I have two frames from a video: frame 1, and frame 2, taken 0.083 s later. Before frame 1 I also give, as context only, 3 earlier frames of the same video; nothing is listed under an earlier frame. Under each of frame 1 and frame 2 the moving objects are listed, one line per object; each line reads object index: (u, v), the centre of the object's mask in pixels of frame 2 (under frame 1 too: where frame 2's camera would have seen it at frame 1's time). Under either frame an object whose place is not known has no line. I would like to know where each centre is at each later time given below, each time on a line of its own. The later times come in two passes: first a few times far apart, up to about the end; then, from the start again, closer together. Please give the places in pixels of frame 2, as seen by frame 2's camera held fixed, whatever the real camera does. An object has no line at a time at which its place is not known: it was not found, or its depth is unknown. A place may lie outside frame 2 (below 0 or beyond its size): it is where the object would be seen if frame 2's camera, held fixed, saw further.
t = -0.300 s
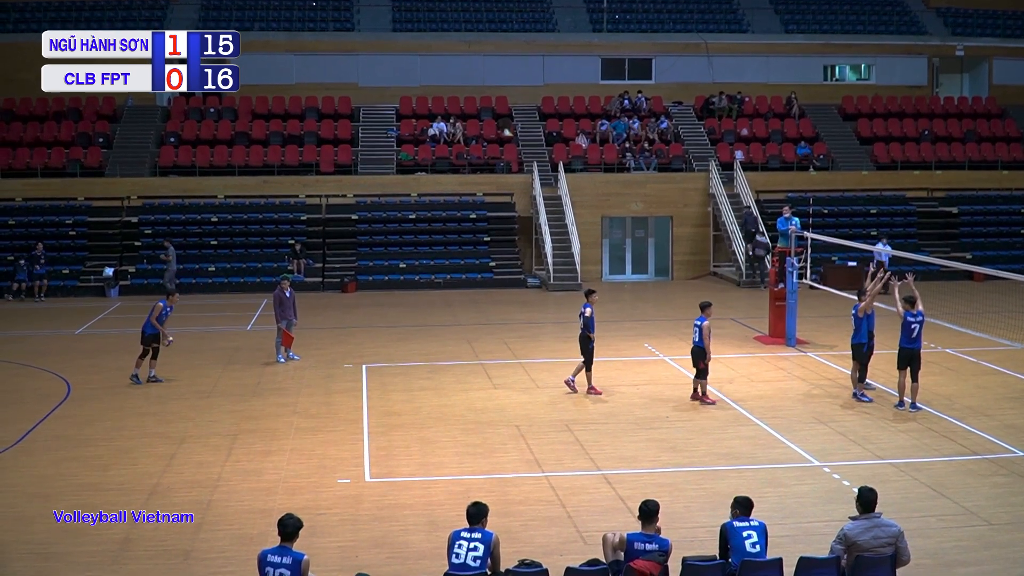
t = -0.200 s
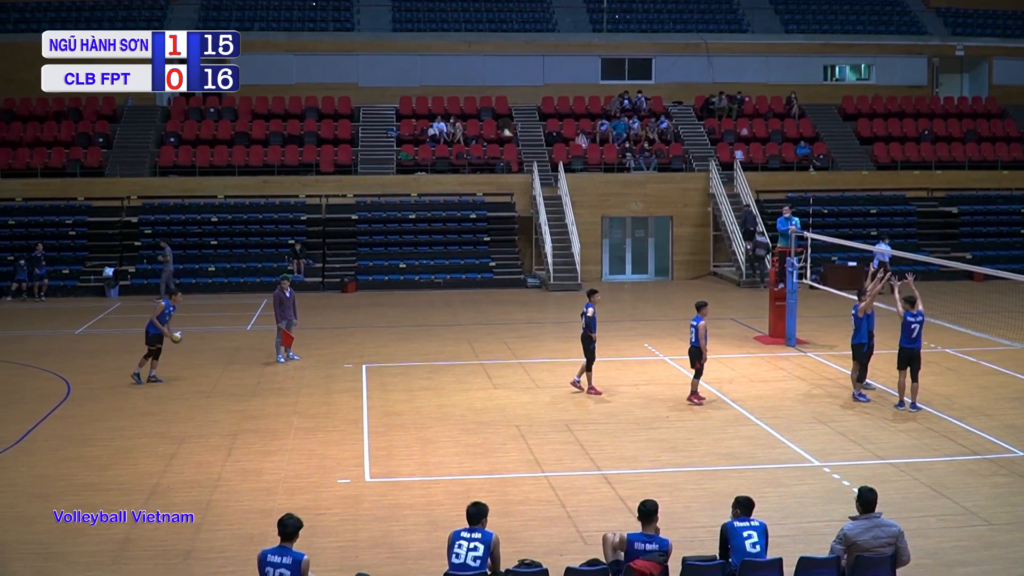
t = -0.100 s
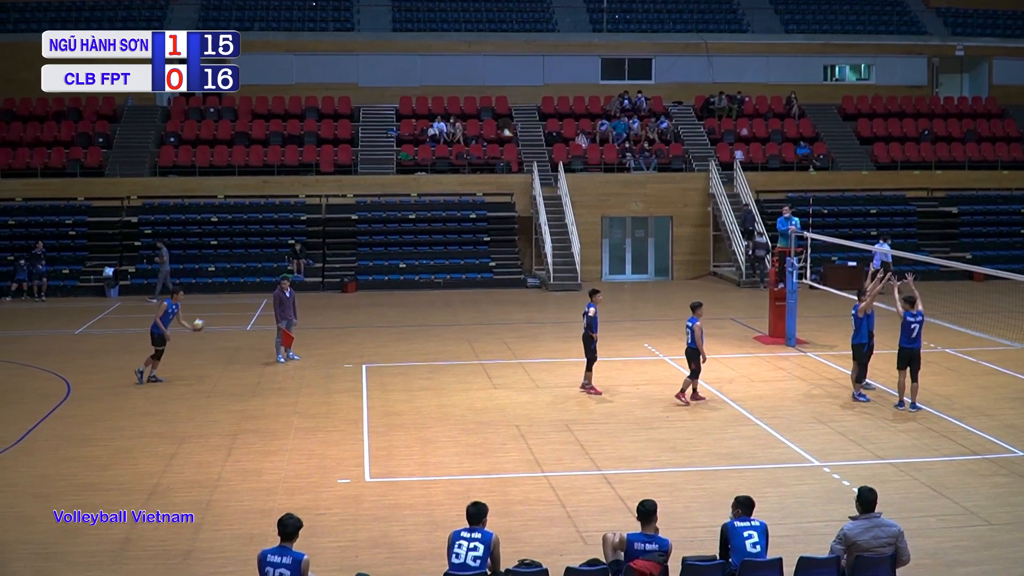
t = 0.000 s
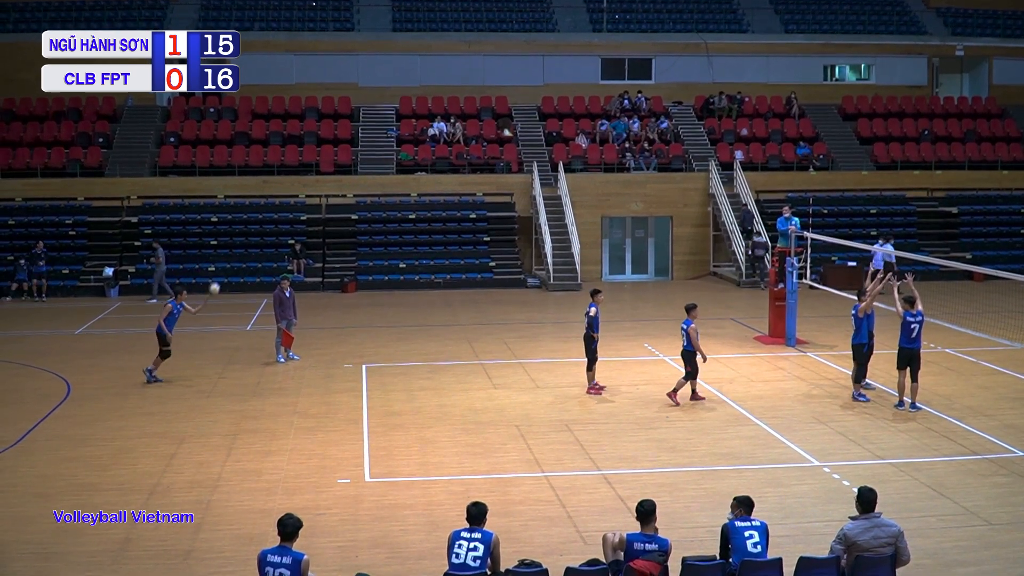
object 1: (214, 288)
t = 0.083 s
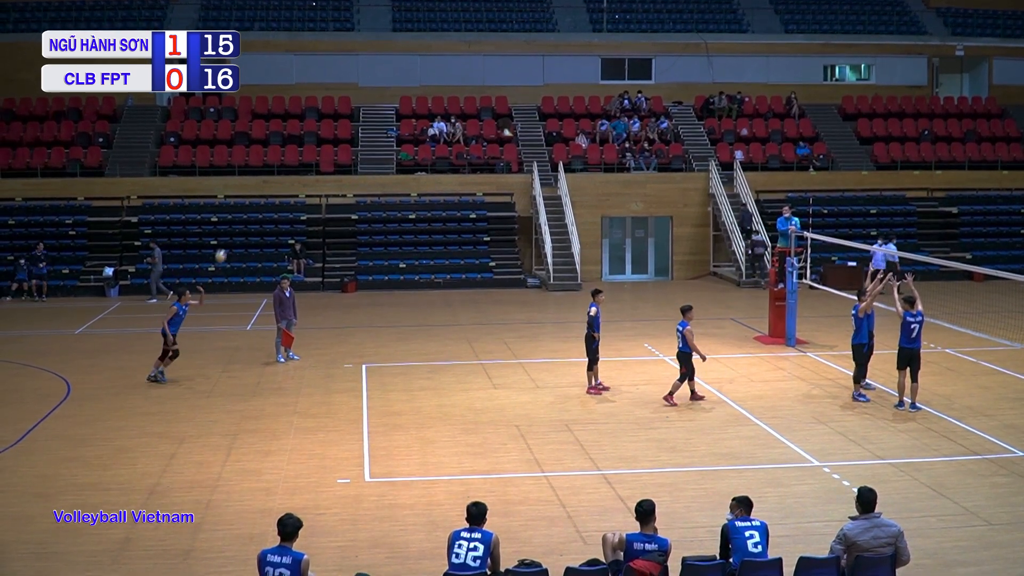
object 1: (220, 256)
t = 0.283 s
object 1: (238, 192)
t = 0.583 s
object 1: (266, 138)
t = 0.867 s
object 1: (294, 131)
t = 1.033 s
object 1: (310, 146)
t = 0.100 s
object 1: (222, 249)
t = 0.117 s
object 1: (223, 243)
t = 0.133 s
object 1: (224, 238)
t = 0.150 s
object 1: (226, 232)
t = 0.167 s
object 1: (228, 226)
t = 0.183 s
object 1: (229, 221)
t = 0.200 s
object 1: (231, 215)
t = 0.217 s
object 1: (232, 210)
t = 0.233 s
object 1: (233, 206)
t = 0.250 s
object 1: (235, 201)
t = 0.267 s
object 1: (237, 196)
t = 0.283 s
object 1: (238, 192)
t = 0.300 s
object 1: (240, 186)
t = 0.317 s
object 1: (242, 182)
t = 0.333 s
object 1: (243, 178)
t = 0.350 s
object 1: (245, 174)
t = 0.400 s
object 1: (254, 159)
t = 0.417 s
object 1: (254, 157)
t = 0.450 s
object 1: (254, 156)
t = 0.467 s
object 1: (256, 154)
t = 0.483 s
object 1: (257, 150)
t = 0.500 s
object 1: (259, 148)
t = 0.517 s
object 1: (260, 145)
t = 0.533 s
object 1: (262, 143)
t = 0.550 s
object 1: (263, 141)
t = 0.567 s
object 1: (265, 139)
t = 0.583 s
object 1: (266, 138)
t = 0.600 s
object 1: (268, 136)
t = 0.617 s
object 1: (270, 135)
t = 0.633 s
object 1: (271, 133)
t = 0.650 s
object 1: (272, 132)
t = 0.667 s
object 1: (274, 130)
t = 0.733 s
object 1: (280, 128)
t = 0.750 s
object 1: (282, 128)
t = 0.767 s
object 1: (284, 128)
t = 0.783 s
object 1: (286, 128)
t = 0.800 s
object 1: (288, 128)
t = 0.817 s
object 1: (289, 128)
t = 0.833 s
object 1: (291, 129)
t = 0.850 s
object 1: (292, 130)
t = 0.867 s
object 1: (294, 131)
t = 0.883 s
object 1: (295, 132)
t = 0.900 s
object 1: (297, 133)
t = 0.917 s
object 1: (299, 134)
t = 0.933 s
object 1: (301, 136)
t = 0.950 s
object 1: (303, 137)
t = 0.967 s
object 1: (305, 138)
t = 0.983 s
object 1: (306, 140)
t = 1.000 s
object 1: (307, 142)
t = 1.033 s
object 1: (310, 146)
